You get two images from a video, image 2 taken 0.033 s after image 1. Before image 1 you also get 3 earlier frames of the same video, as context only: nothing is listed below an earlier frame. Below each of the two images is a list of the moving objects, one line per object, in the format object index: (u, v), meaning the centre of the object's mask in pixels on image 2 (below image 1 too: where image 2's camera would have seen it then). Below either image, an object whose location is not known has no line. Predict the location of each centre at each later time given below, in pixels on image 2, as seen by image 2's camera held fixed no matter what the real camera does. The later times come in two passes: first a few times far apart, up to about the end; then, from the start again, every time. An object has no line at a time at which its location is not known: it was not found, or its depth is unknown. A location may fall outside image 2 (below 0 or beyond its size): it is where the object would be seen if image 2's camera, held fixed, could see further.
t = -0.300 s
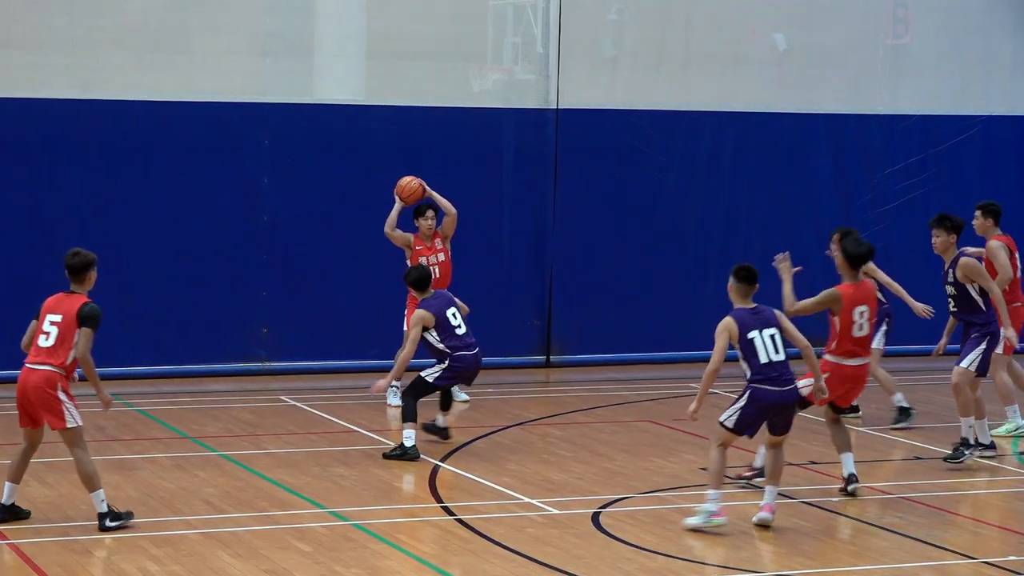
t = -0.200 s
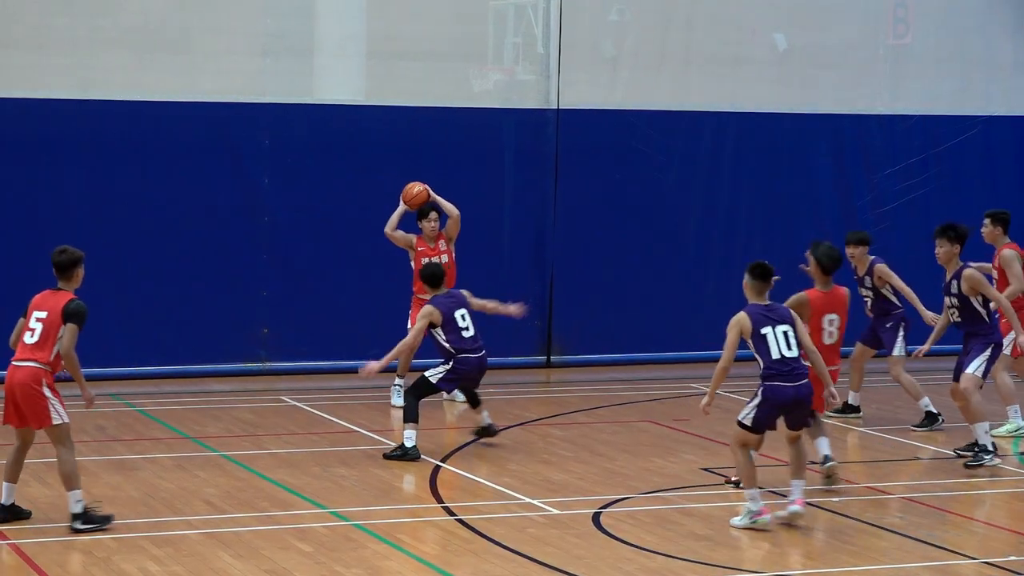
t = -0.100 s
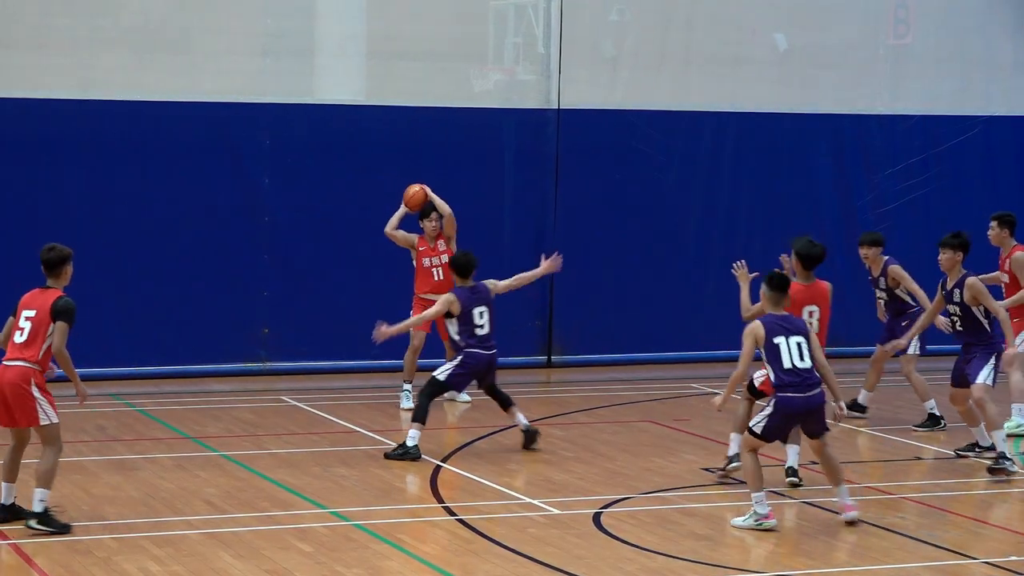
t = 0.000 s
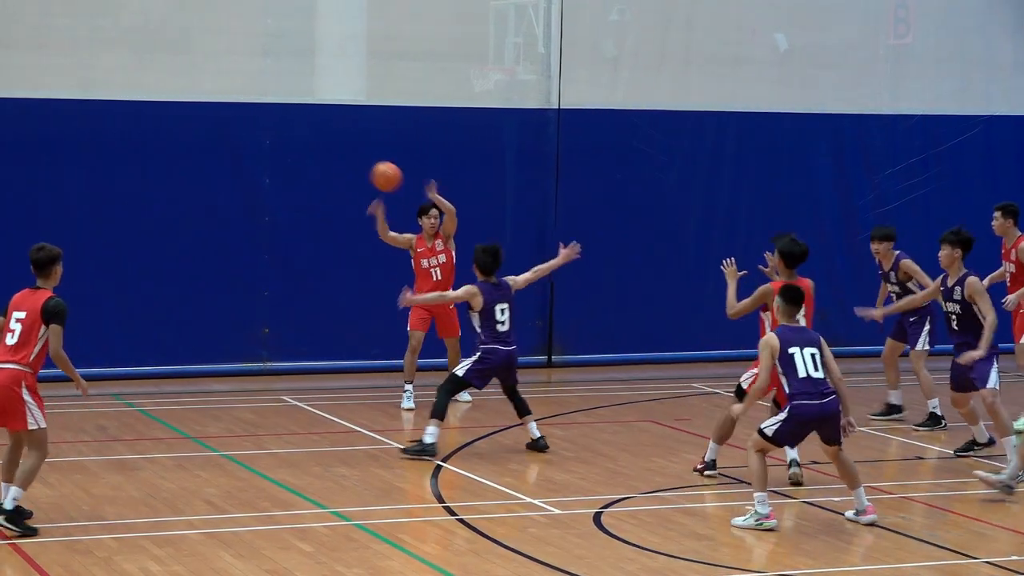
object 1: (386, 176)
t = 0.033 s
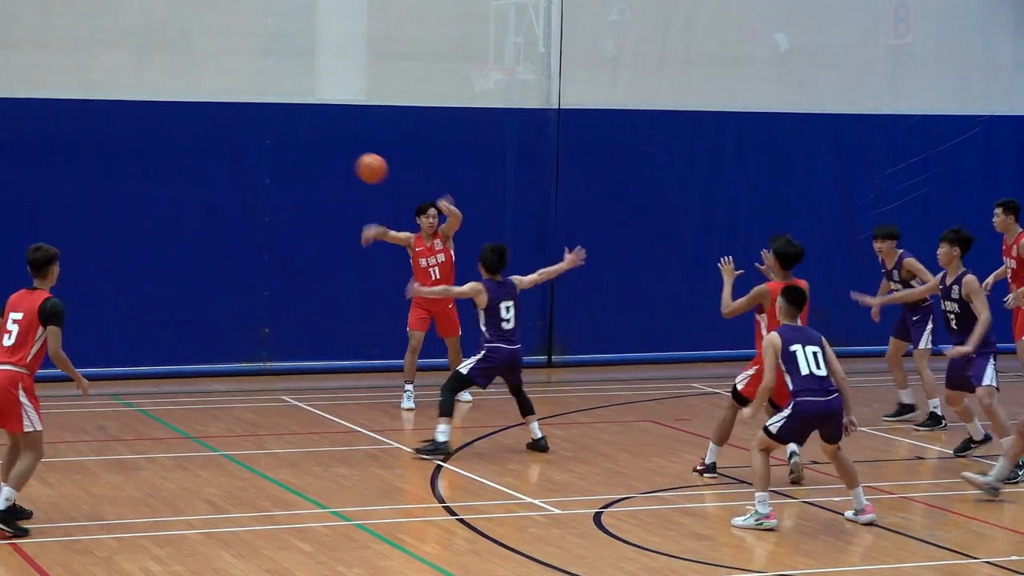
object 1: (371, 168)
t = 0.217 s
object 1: (282, 145)
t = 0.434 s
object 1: (158, 173)
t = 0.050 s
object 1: (364, 164)
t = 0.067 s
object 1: (356, 161)
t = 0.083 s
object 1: (348, 158)
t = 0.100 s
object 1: (340, 155)
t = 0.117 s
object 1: (332, 152)
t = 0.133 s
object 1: (324, 150)
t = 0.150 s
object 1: (316, 149)
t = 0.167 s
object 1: (308, 147)
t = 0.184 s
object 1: (300, 146)
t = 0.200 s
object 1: (291, 145)
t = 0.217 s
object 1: (282, 145)
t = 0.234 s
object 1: (273, 144)
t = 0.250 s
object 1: (264, 145)
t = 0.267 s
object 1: (255, 145)
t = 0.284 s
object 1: (246, 146)
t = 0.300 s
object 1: (237, 147)
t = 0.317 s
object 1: (228, 149)
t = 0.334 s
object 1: (219, 151)
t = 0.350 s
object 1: (208, 154)
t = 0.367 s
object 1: (199, 157)
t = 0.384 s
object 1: (189, 160)
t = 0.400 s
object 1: (179, 164)
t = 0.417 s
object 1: (169, 168)
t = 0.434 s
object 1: (158, 173)
